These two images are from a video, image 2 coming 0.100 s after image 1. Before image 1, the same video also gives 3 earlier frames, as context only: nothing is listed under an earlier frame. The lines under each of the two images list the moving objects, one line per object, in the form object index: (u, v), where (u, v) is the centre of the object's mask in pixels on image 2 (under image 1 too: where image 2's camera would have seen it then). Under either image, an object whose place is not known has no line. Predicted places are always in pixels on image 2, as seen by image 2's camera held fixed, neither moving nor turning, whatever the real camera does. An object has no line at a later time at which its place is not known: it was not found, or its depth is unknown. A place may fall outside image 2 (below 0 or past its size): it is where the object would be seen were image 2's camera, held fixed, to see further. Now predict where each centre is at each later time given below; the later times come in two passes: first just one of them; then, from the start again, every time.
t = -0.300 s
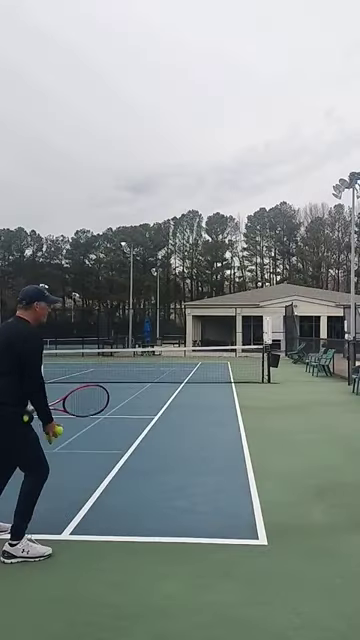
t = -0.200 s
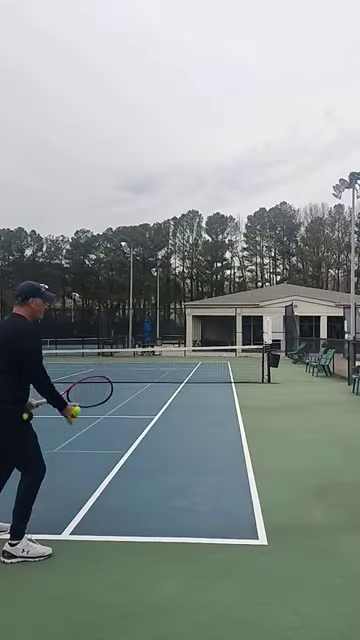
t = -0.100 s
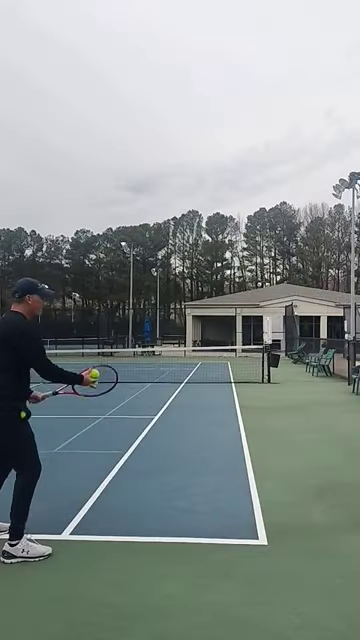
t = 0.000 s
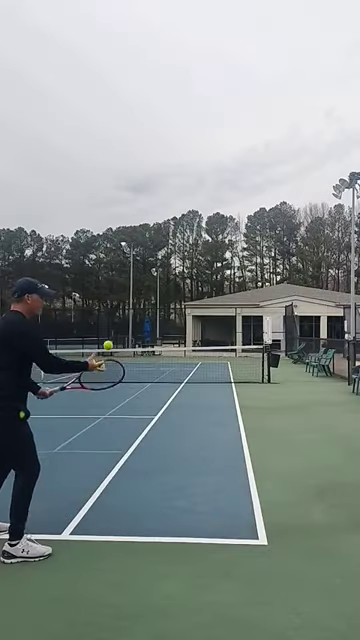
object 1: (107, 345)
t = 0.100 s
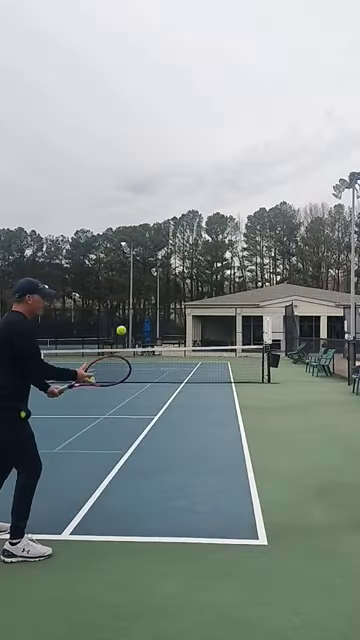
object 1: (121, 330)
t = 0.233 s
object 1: (138, 331)
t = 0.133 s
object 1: (125, 328)
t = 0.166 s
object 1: (129, 327)
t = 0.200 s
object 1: (134, 328)
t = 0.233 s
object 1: (138, 331)
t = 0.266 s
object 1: (142, 335)
